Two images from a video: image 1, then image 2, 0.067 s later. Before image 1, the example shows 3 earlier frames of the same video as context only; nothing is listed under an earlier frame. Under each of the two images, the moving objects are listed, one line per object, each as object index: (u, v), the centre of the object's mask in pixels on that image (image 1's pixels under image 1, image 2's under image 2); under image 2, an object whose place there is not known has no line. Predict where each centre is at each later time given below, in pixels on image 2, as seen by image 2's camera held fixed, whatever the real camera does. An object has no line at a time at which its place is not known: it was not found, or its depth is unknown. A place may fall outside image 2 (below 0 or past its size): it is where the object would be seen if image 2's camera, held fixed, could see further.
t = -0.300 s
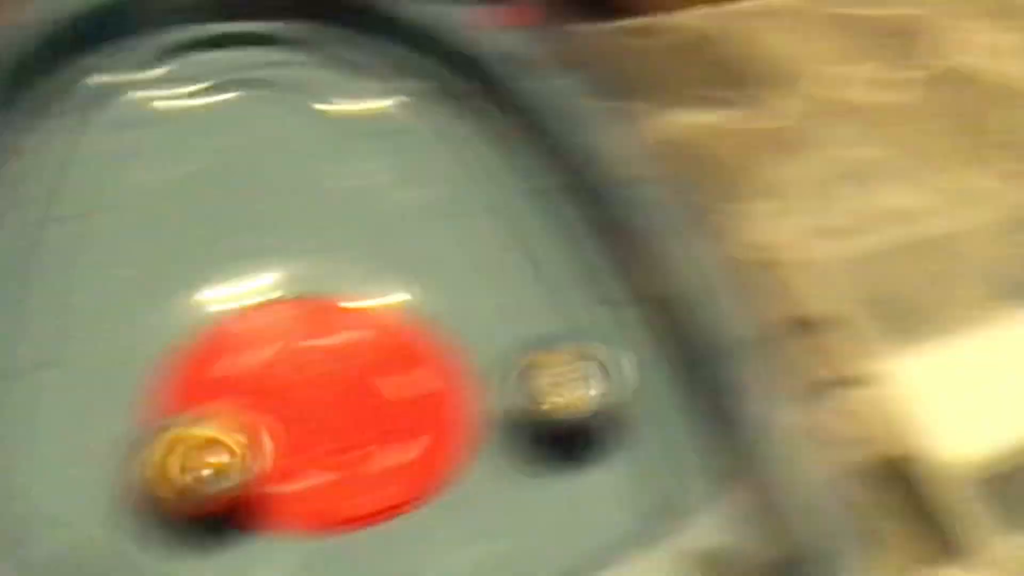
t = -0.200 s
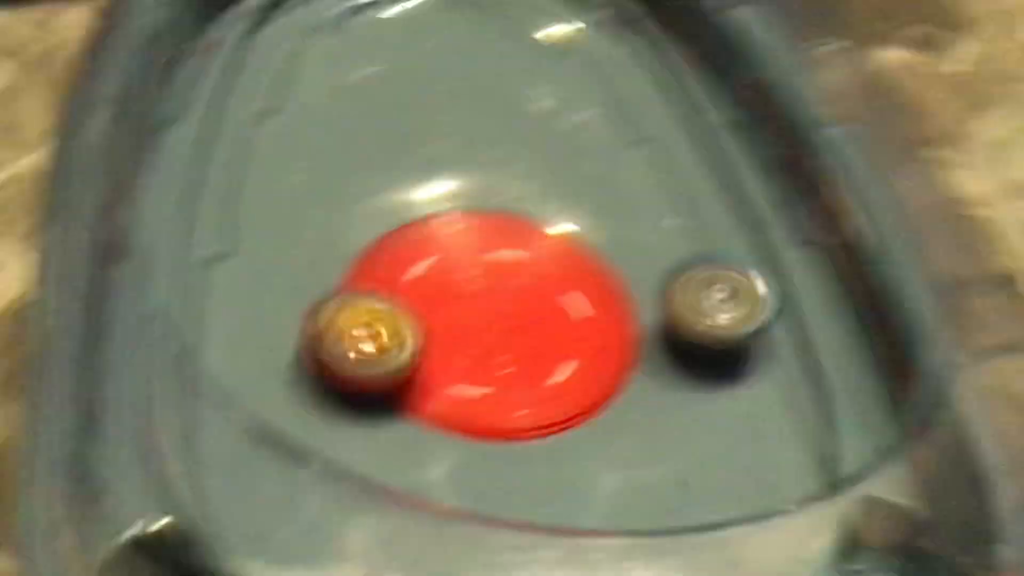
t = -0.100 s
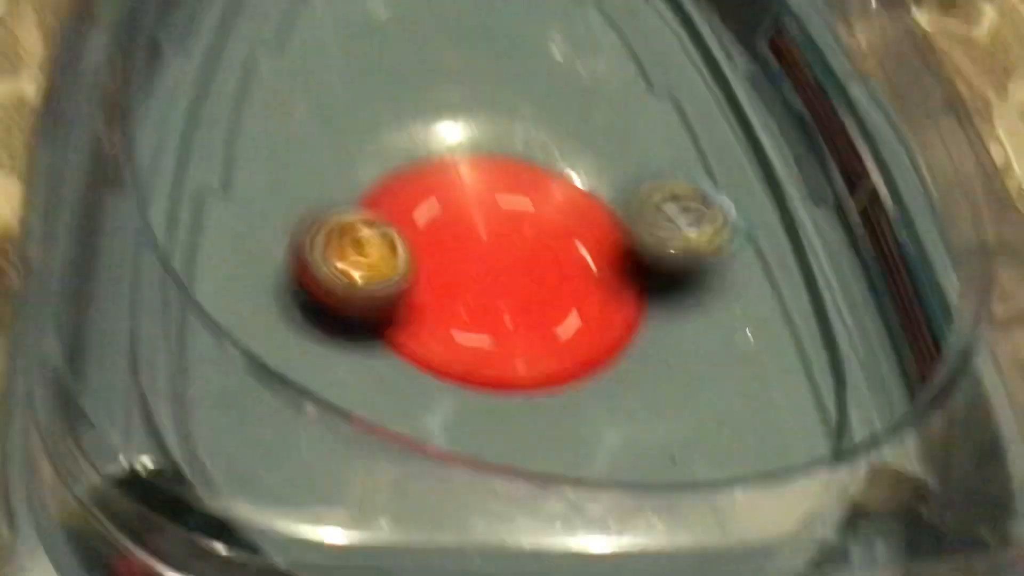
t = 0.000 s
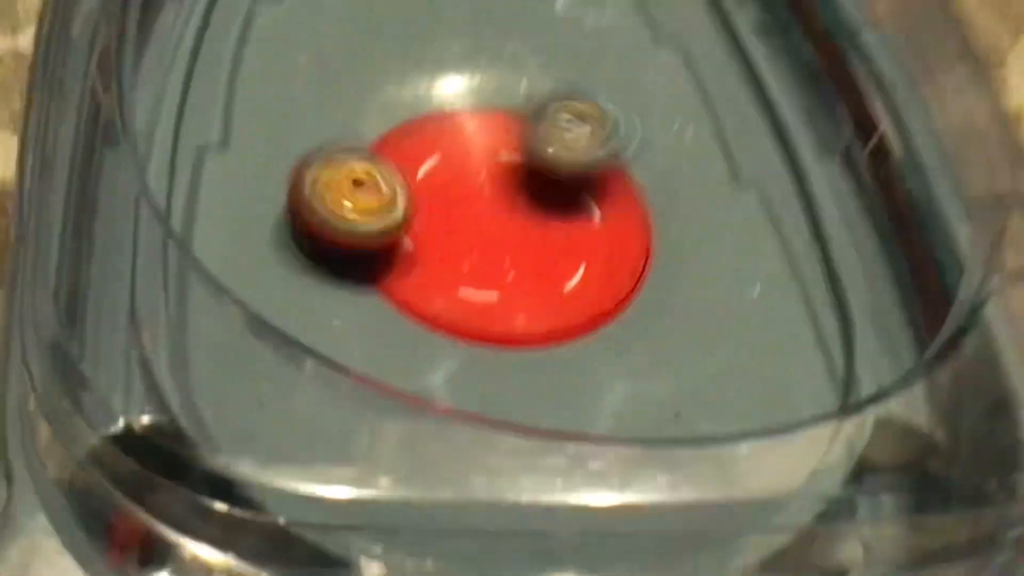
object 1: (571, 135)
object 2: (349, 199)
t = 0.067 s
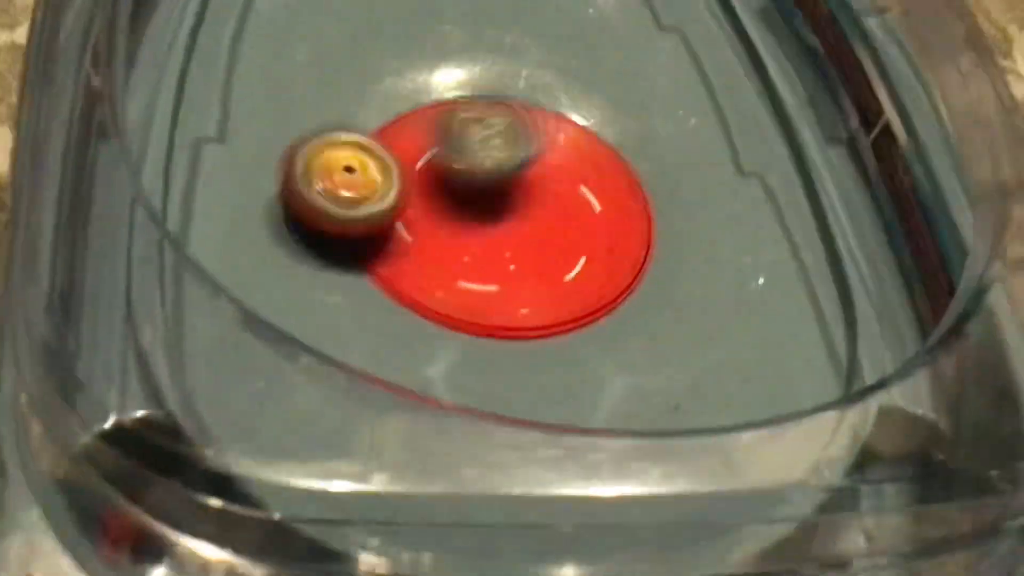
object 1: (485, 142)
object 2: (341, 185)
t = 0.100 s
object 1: (463, 176)
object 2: (332, 178)
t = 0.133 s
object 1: (496, 210)
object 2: (291, 169)
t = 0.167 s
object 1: (527, 235)
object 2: (259, 170)
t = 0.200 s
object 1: (569, 255)
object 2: (235, 166)
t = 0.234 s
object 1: (612, 270)
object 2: (224, 167)
